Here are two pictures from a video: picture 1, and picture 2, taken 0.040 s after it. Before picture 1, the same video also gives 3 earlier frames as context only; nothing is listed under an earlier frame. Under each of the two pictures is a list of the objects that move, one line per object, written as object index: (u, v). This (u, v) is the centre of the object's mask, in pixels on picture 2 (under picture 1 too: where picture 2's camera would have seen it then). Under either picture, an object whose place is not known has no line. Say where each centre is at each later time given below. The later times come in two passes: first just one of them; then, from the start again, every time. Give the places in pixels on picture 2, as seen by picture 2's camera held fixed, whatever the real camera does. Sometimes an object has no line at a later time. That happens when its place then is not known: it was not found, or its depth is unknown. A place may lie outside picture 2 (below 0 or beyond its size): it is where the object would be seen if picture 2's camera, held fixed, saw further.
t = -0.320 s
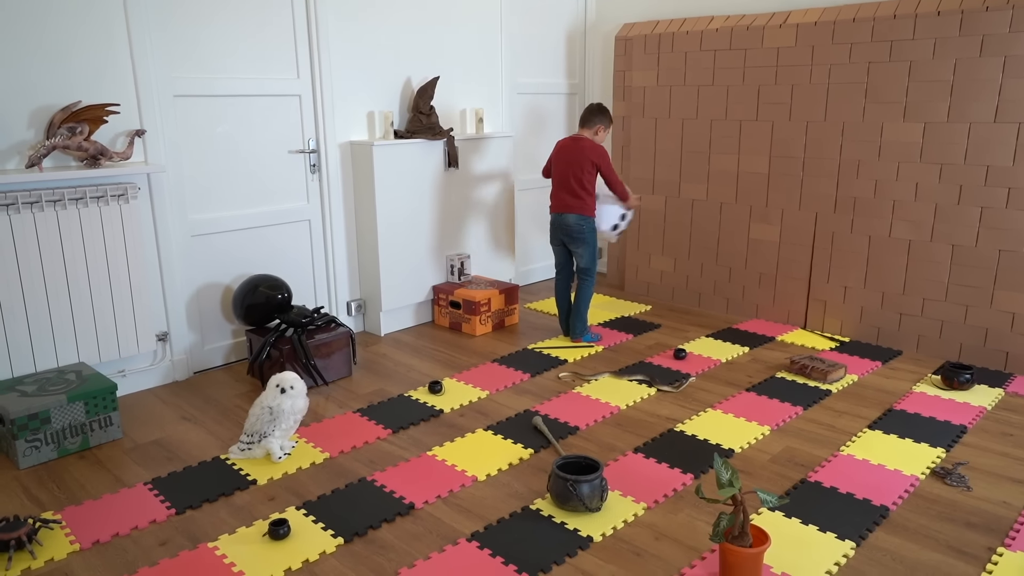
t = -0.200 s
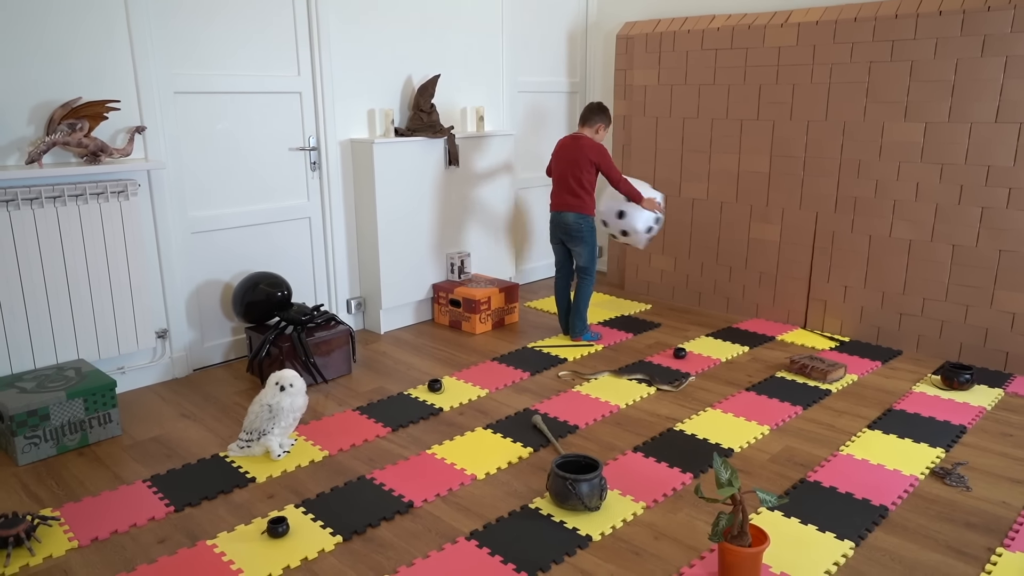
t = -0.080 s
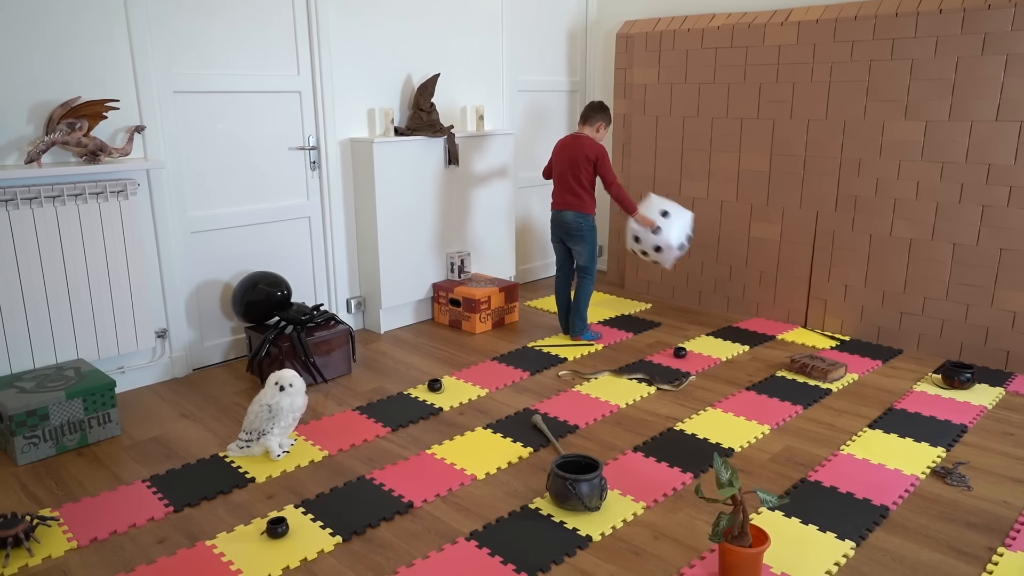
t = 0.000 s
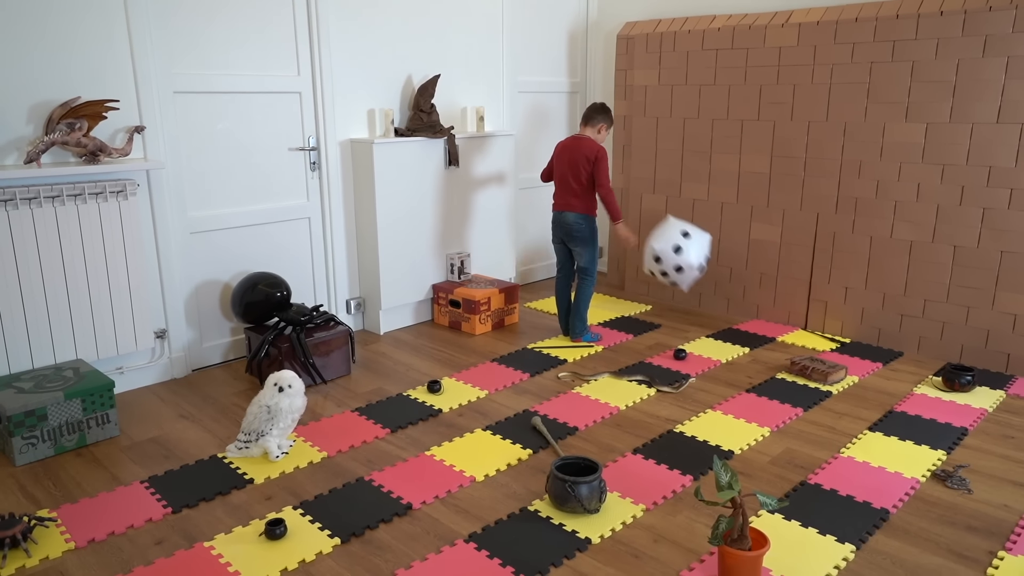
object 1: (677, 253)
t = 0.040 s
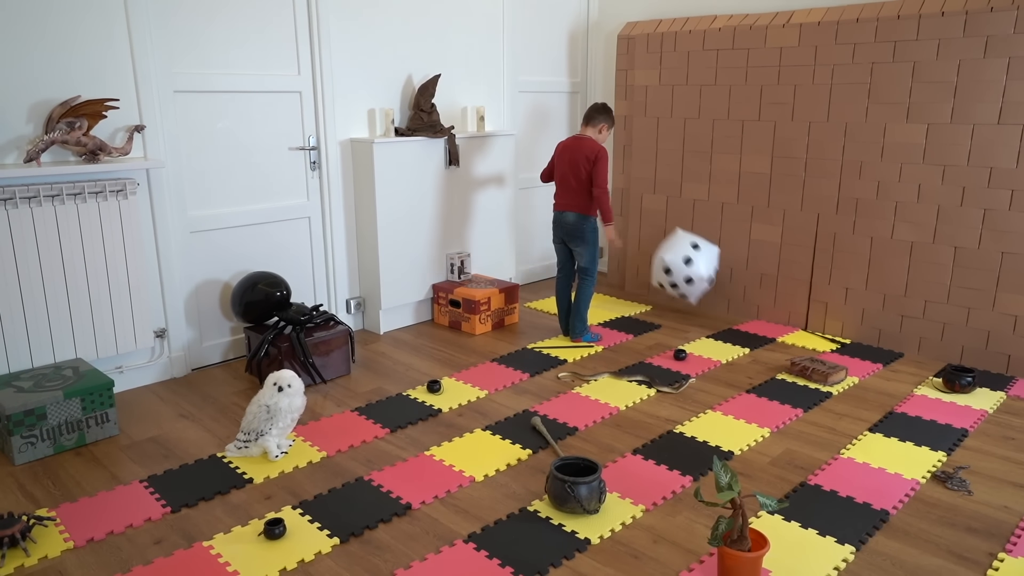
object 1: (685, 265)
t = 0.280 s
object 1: (673, 291)
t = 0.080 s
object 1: (691, 277)
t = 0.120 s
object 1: (690, 285)
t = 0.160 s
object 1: (686, 287)
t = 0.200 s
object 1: (682, 288)
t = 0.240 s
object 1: (677, 289)
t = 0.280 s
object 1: (673, 291)
